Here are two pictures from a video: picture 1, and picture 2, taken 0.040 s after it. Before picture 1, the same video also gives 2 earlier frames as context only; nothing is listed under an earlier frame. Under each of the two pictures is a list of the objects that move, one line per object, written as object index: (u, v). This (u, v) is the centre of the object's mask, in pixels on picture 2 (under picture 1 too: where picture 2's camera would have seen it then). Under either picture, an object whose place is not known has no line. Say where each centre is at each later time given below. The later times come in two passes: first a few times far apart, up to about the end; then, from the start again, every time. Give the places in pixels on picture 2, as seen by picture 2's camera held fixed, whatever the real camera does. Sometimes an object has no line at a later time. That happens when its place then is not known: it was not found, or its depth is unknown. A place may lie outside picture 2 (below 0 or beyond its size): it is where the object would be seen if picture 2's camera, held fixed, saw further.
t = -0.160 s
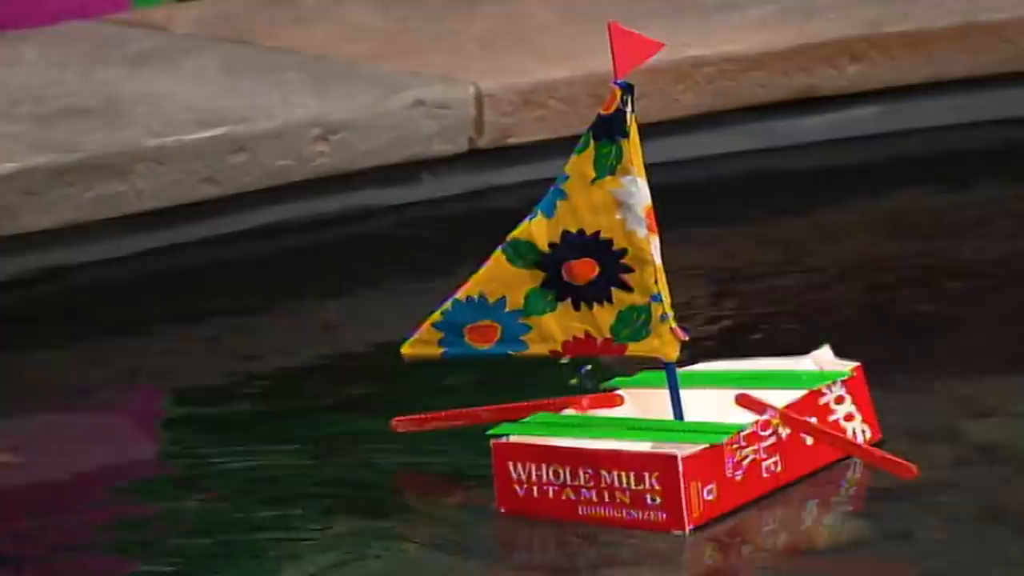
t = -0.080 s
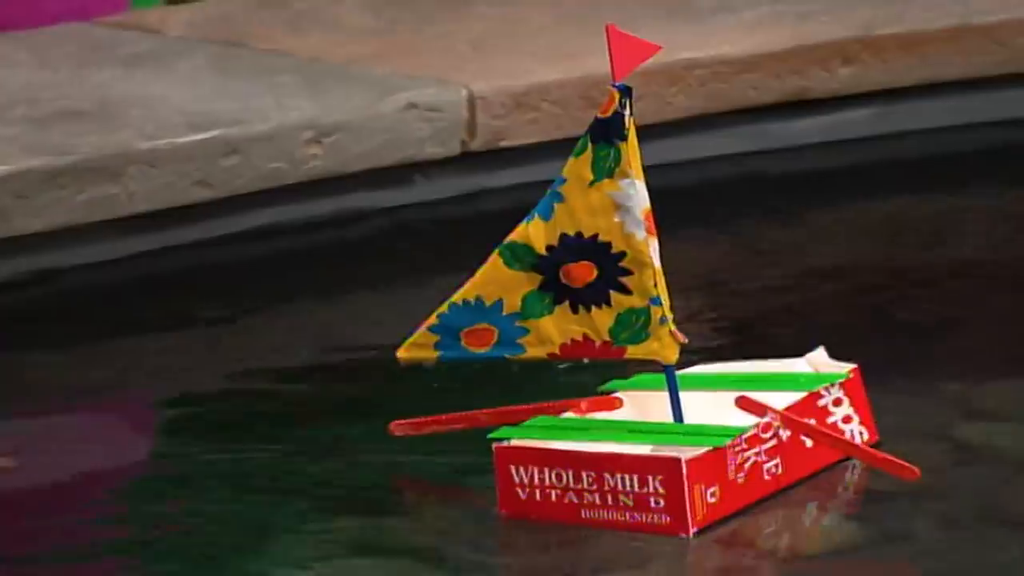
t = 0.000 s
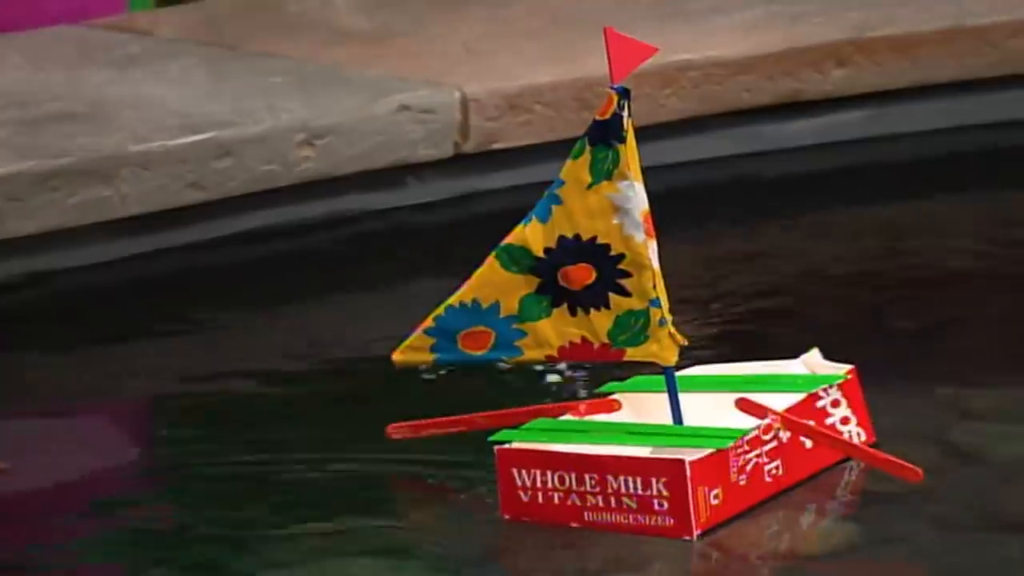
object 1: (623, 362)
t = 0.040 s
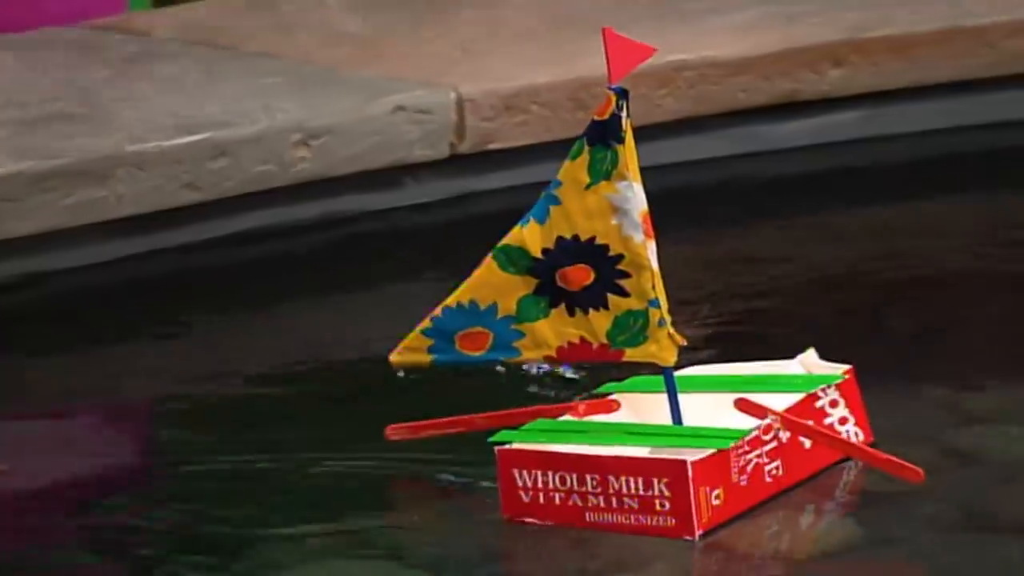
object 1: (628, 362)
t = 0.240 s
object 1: (636, 363)
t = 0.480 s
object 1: (647, 363)
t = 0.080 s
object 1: (629, 363)
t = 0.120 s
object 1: (630, 362)
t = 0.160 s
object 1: (632, 362)
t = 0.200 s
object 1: (634, 363)
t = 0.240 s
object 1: (636, 363)
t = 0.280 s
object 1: (638, 363)
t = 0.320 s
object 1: (641, 364)
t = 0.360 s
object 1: (642, 363)
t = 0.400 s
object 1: (645, 363)
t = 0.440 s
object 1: (646, 363)
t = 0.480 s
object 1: (647, 363)
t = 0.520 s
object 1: (649, 363)
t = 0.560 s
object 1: (651, 362)
